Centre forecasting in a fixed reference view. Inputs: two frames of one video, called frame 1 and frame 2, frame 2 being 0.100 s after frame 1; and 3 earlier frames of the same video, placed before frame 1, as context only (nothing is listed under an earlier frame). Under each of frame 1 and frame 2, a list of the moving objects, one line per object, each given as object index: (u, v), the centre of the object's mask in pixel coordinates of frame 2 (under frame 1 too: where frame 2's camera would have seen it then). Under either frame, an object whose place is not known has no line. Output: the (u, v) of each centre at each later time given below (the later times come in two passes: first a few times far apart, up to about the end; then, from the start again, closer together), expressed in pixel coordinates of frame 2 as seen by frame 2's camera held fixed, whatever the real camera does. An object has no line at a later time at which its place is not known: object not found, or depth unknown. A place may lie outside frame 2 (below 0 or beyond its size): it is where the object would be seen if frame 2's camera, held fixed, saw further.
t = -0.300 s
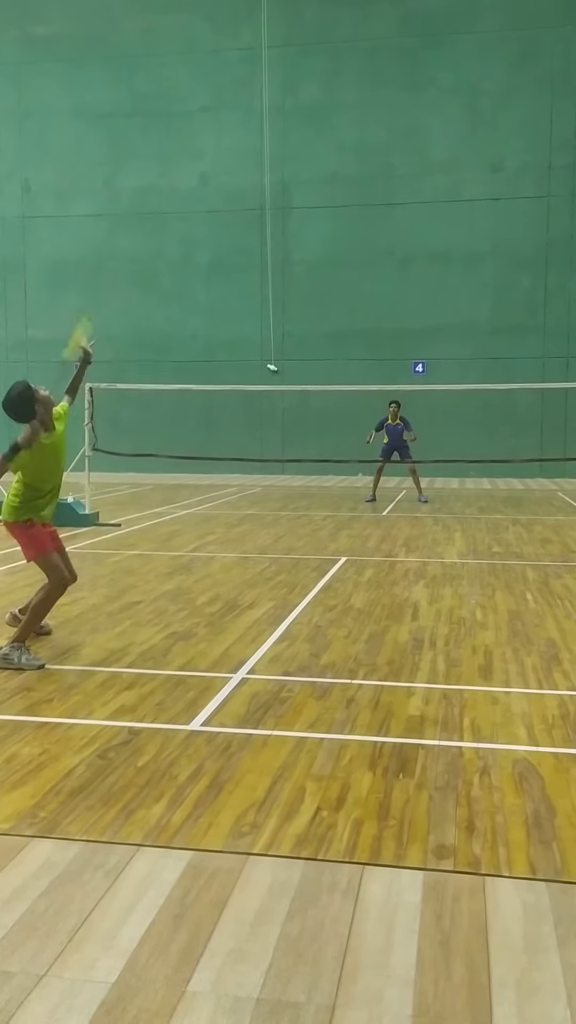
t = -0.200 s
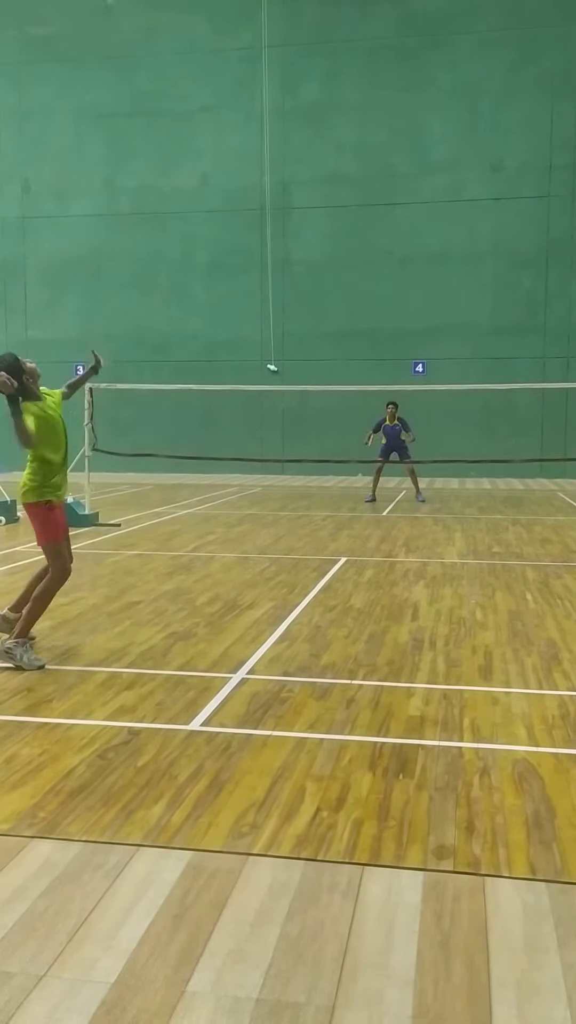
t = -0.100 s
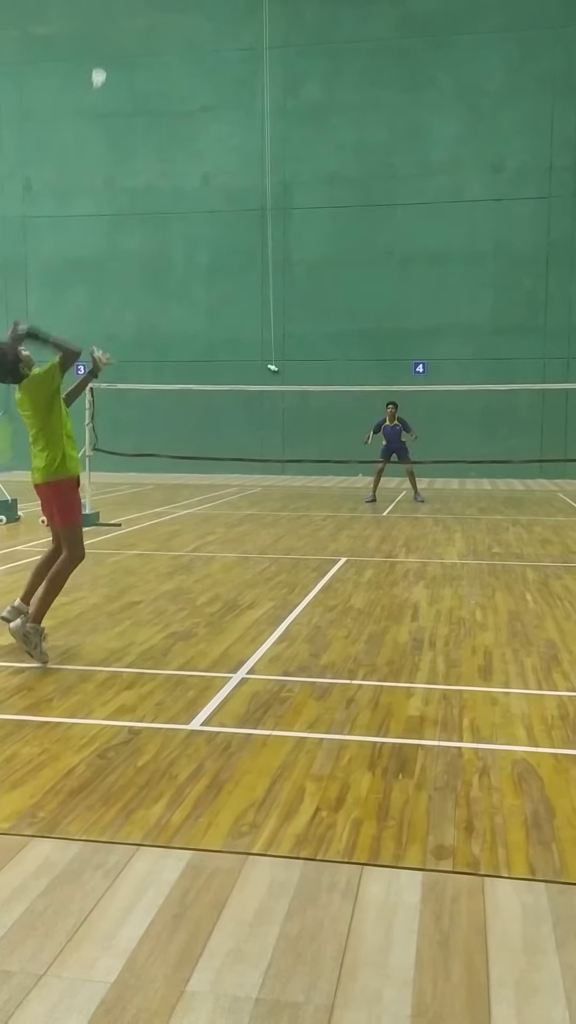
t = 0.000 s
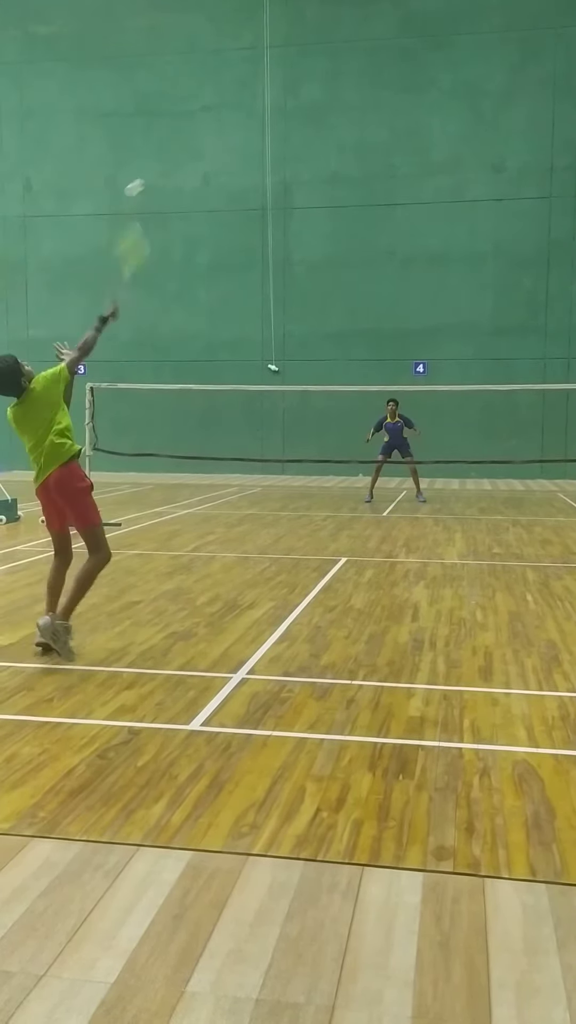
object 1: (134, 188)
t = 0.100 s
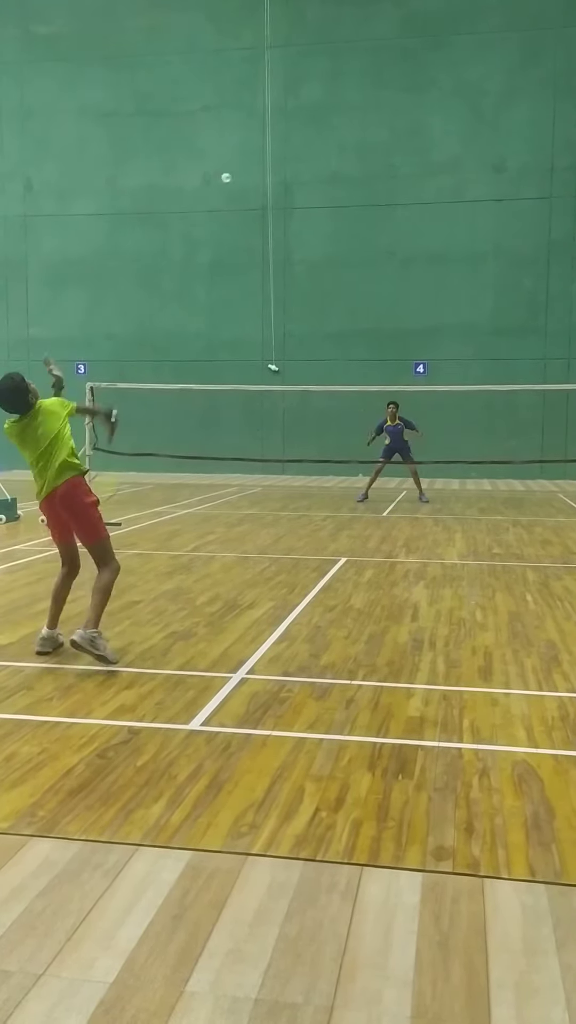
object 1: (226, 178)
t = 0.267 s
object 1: (275, 188)
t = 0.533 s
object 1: (307, 229)
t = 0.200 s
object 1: (261, 182)
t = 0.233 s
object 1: (269, 185)
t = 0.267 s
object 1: (275, 188)
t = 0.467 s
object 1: (301, 217)
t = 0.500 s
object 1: (304, 223)
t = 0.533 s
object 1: (307, 229)
